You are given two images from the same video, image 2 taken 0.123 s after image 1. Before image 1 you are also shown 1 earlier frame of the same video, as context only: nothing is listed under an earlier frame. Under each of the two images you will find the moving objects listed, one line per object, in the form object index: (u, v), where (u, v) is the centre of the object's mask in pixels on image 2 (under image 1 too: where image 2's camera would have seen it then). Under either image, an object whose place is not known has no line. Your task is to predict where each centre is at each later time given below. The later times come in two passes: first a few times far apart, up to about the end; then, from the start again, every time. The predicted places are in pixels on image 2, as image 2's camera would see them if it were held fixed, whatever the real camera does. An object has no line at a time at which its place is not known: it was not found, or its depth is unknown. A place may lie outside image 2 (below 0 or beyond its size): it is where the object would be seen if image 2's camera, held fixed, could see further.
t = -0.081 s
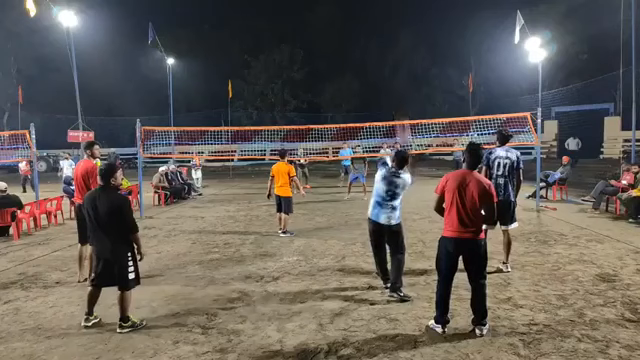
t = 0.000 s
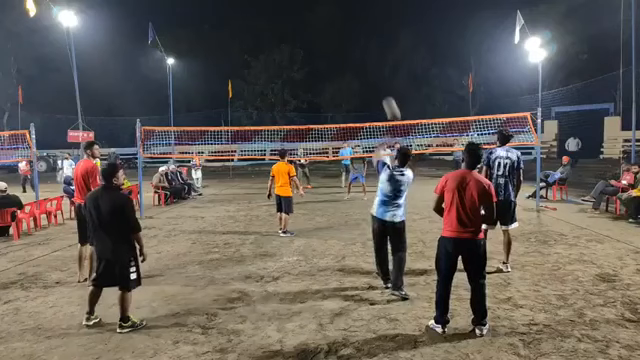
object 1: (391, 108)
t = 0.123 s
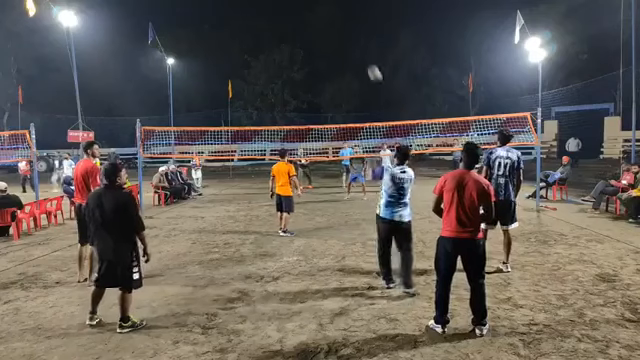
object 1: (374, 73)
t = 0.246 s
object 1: (362, 56)
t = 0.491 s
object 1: (346, 54)
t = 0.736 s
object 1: (337, 75)
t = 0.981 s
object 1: (331, 108)
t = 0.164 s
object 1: (370, 66)
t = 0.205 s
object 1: (366, 60)
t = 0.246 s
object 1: (362, 56)
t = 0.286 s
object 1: (359, 54)
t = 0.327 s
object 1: (356, 52)
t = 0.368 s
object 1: (353, 51)
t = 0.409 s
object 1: (350, 51)
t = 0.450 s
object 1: (348, 52)
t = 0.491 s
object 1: (346, 54)
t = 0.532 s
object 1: (344, 56)
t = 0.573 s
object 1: (342, 59)
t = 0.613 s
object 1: (341, 62)
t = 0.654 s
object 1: (339, 66)
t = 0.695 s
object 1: (338, 70)
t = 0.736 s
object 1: (337, 75)
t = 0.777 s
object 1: (335, 80)
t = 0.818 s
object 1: (334, 85)
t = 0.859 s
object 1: (333, 90)
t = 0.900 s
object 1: (332, 96)
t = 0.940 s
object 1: (332, 102)
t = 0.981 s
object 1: (331, 108)
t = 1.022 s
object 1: (331, 115)
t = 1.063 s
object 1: (330, 120)
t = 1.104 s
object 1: (329, 130)
